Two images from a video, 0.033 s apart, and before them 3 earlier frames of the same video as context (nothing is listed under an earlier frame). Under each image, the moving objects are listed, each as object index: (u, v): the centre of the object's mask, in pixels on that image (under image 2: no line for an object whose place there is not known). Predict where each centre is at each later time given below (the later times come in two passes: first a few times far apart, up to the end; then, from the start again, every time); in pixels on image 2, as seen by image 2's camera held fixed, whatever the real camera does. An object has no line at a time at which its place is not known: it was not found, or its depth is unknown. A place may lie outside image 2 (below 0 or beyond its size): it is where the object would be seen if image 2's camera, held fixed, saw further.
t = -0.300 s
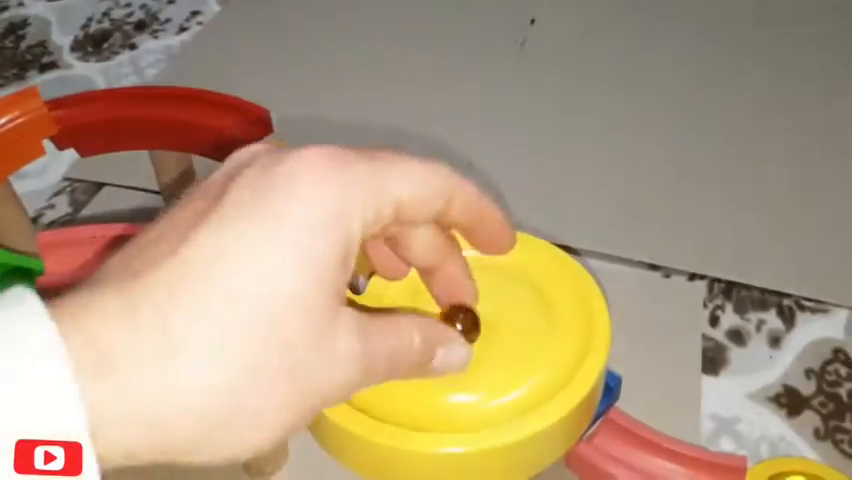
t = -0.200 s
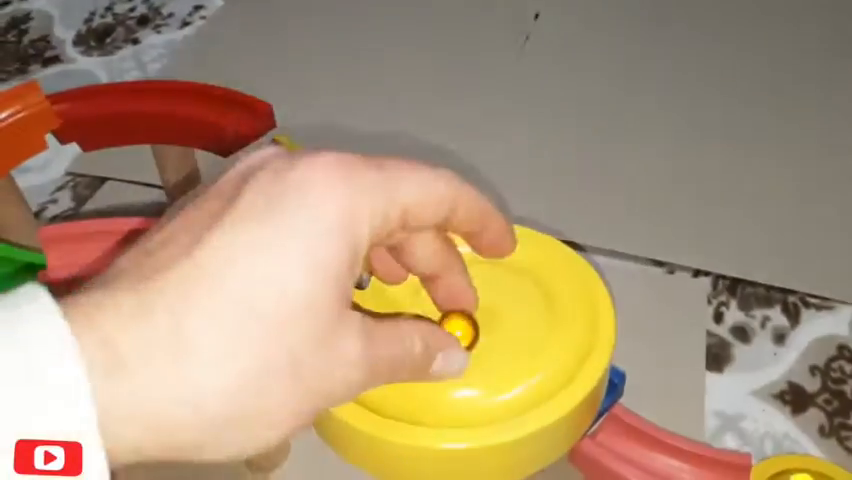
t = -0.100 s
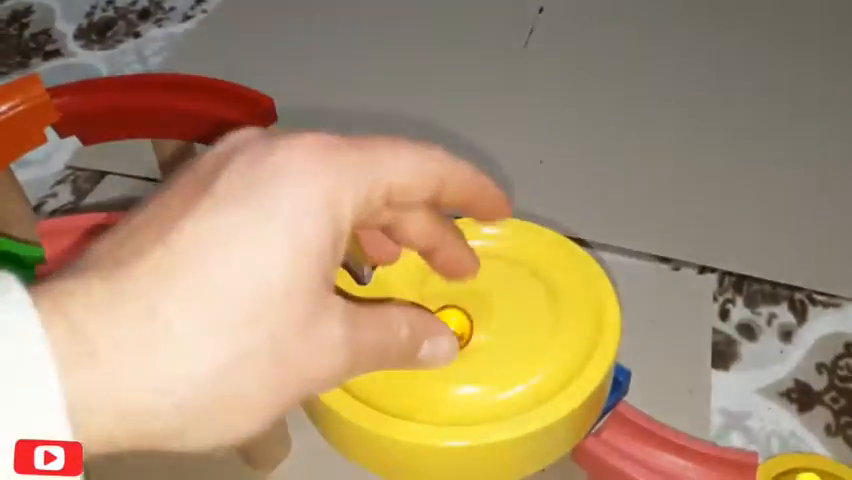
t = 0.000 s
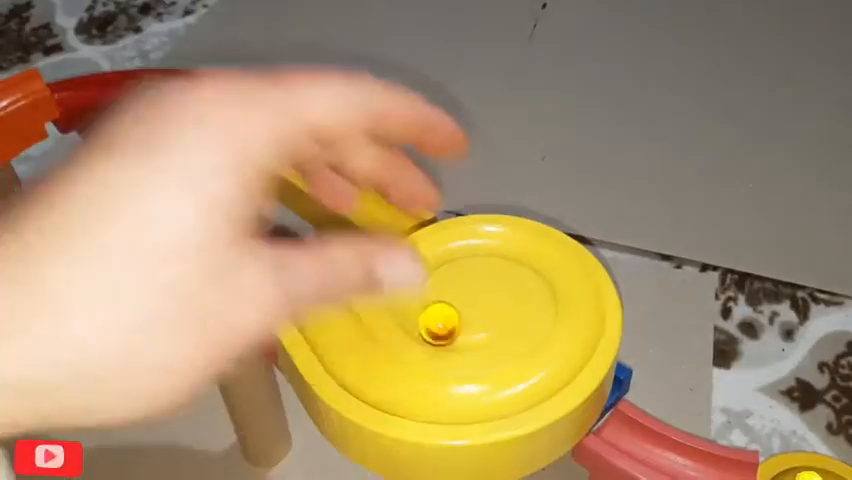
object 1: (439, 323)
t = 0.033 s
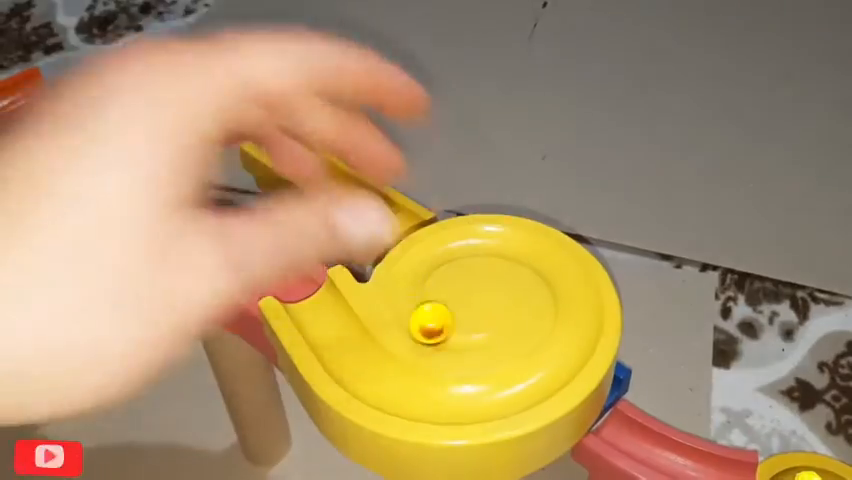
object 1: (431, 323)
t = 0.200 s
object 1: (402, 298)
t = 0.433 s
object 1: (428, 245)
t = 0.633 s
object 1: (515, 240)
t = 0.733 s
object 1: (558, 258)
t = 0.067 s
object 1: (422, 321)
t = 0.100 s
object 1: (418, 316)
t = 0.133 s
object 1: (414, 310)
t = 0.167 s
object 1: (406, 305)
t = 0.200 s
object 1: (402, 298)
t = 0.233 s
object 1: (403, 290)
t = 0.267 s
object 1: (403, 281)
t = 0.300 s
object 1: (401, 273)
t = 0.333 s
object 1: (405, 266)
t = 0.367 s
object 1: (413, 259)
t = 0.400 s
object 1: (420, 253)
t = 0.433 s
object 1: (428, 245)
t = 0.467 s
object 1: (439, 241)
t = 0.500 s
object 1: (452, 237)
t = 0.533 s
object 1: (465, 234)
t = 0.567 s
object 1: (482, 233)
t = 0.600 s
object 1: (499, 234)
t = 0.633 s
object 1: (515, 240)
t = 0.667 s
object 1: (532, 244)
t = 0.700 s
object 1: (546, 250)
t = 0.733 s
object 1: (558, 258)
